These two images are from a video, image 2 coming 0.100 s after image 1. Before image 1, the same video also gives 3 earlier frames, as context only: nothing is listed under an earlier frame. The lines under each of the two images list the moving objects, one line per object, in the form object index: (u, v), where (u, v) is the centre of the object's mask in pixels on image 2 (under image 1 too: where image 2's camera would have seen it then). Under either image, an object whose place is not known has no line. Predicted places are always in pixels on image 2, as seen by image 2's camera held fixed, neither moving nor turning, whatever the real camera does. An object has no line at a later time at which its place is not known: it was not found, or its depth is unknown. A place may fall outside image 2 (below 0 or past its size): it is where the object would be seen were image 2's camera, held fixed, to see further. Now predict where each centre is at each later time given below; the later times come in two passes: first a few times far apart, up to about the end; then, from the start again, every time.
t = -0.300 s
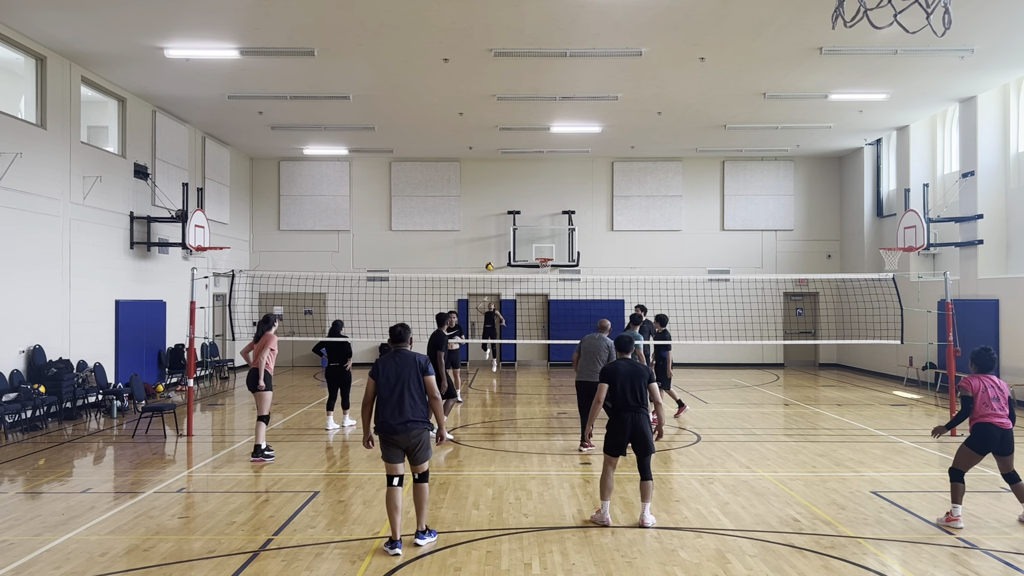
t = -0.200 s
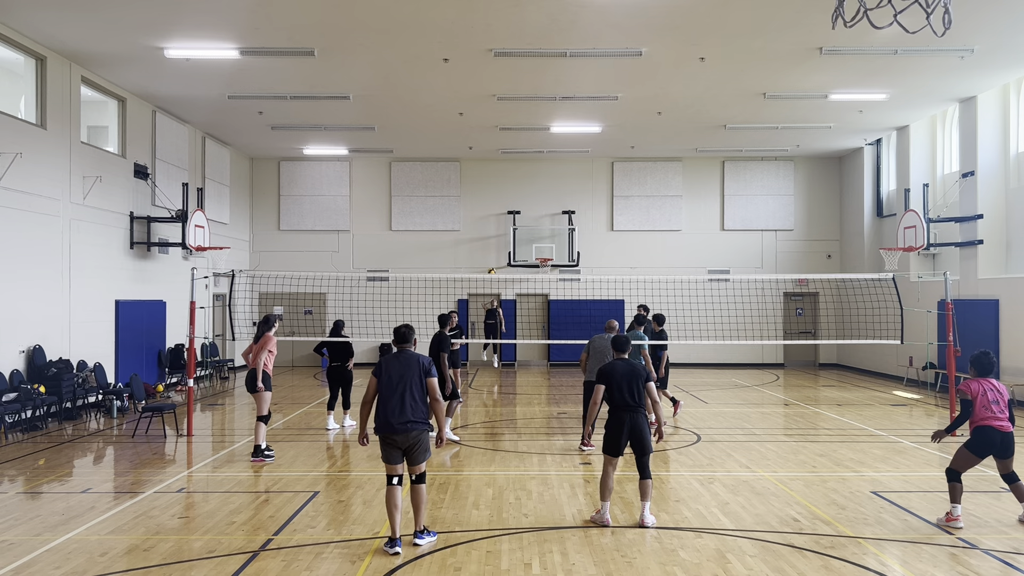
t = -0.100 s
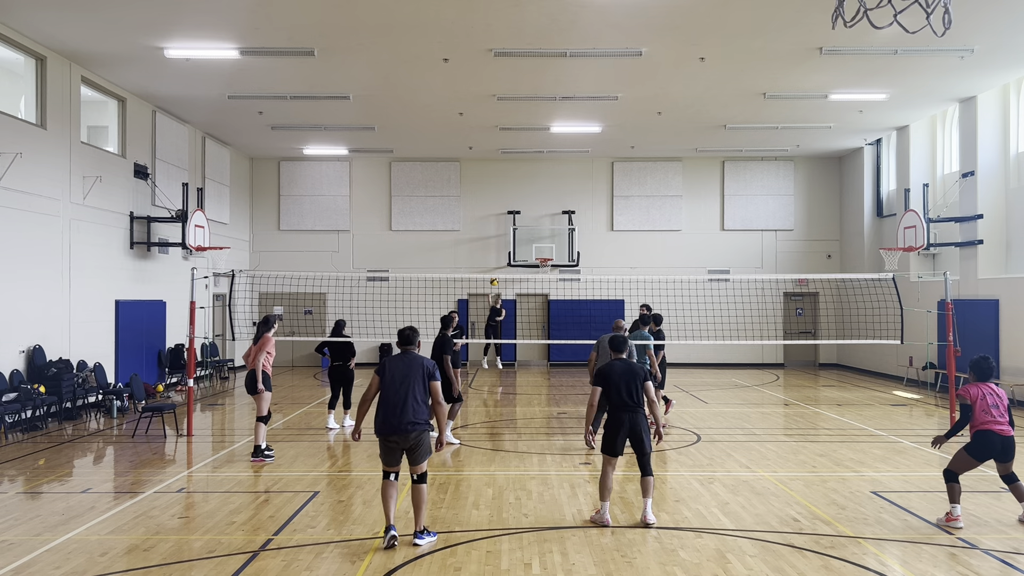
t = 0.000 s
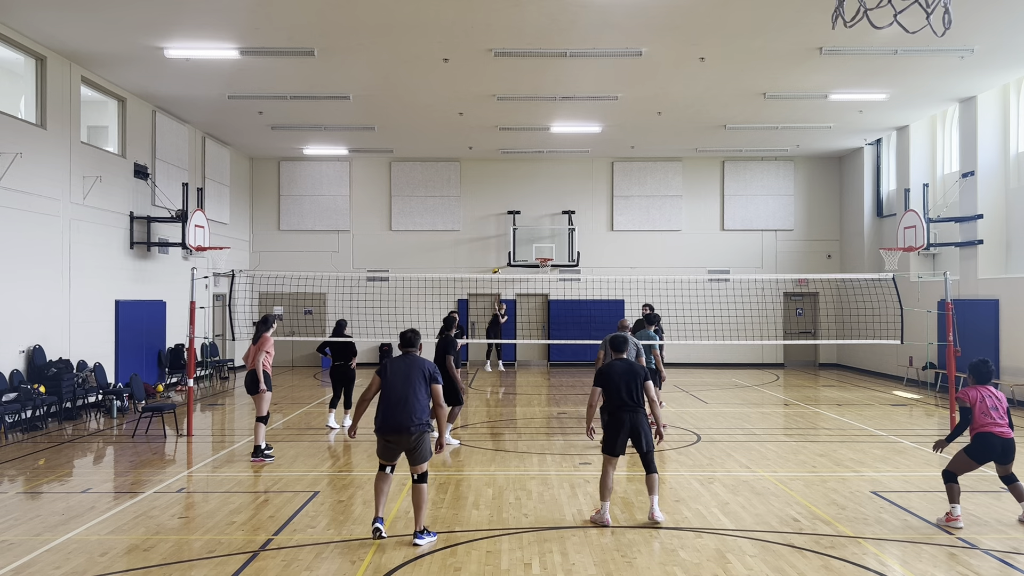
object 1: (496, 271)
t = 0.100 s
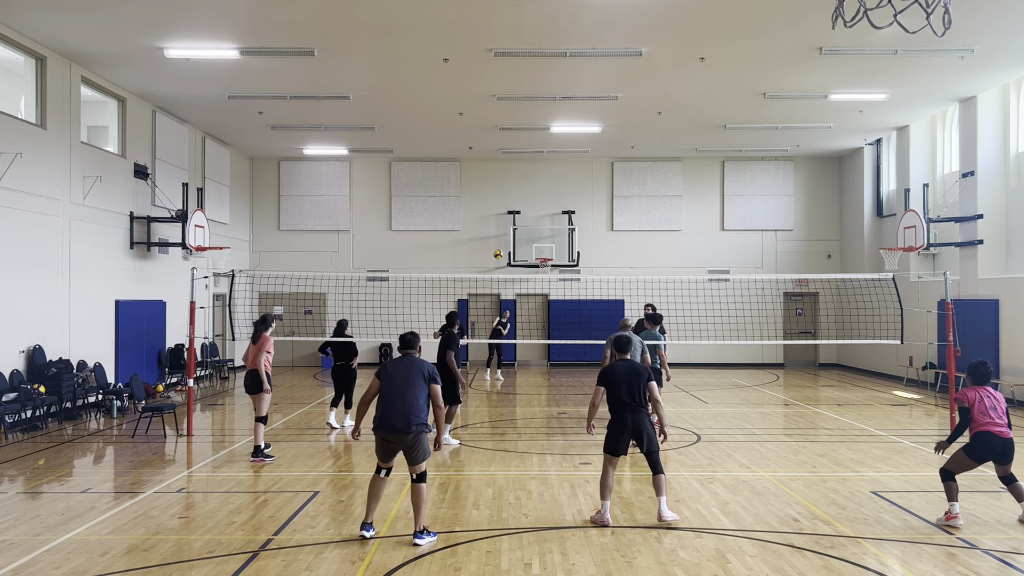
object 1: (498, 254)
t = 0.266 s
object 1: (502, 228)
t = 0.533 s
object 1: (505, 206)
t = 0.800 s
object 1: (494, 226)
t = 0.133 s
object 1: (499, 248)
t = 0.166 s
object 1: (499, 243)
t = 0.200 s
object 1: (500, 237)
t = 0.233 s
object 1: (501, 232)
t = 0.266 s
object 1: (502, 228)
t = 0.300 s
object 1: (502, 224)
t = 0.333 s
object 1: (503, 220)
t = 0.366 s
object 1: (504, 216)
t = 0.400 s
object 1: (504, 213)
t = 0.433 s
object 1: (504, 210)
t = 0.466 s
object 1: (505, 208)
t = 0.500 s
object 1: (505, 207)
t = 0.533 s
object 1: (505, 206)
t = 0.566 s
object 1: (504, 205)
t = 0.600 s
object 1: (504, 206)
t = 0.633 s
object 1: (503, 207)
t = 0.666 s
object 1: (502, 209)
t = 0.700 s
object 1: (500, 212)
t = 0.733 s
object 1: (499, 216)
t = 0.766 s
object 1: (497, 221)
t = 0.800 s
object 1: (494, 226)
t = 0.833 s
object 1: (491, 233)
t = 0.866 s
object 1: (488, 242)
